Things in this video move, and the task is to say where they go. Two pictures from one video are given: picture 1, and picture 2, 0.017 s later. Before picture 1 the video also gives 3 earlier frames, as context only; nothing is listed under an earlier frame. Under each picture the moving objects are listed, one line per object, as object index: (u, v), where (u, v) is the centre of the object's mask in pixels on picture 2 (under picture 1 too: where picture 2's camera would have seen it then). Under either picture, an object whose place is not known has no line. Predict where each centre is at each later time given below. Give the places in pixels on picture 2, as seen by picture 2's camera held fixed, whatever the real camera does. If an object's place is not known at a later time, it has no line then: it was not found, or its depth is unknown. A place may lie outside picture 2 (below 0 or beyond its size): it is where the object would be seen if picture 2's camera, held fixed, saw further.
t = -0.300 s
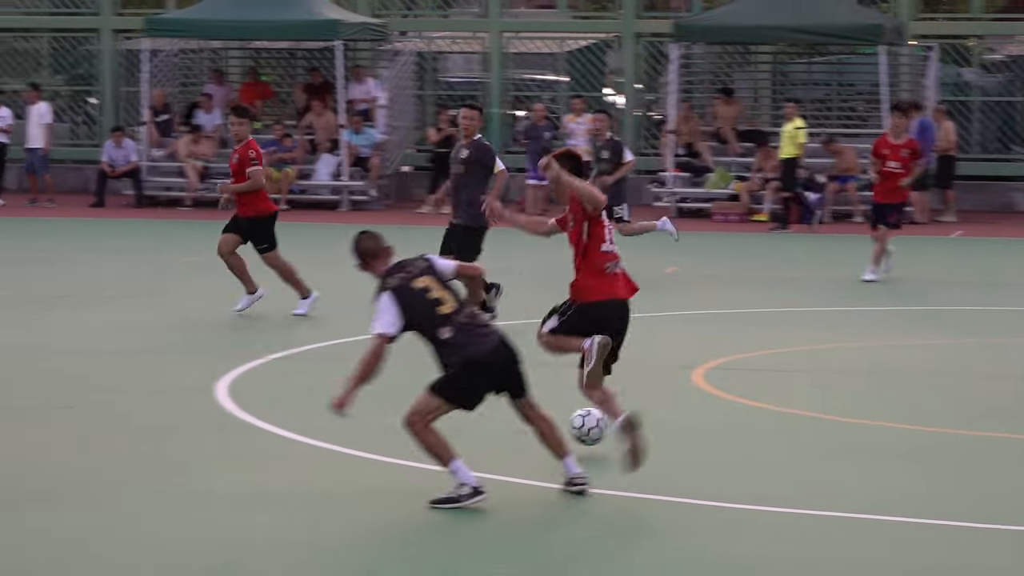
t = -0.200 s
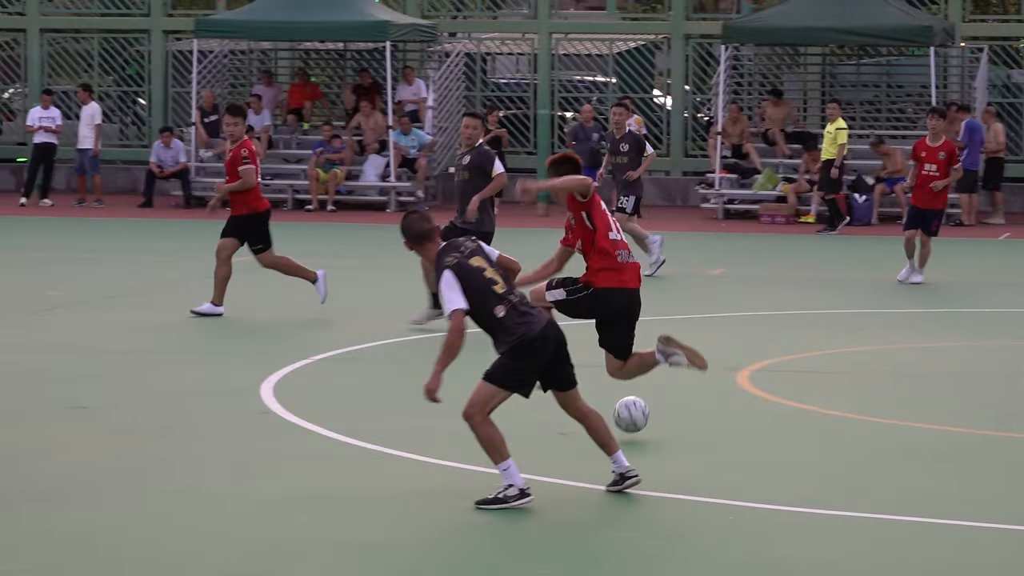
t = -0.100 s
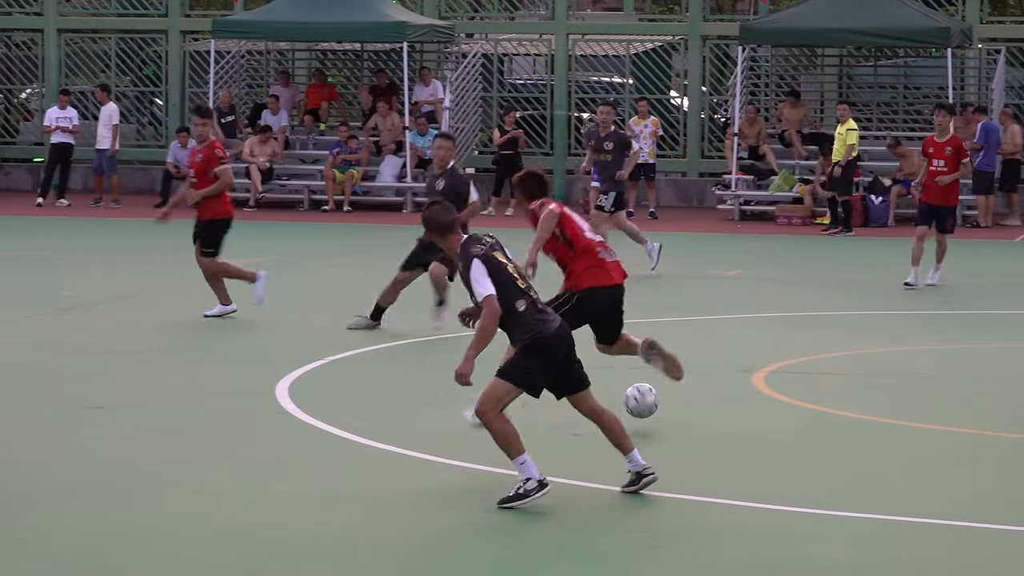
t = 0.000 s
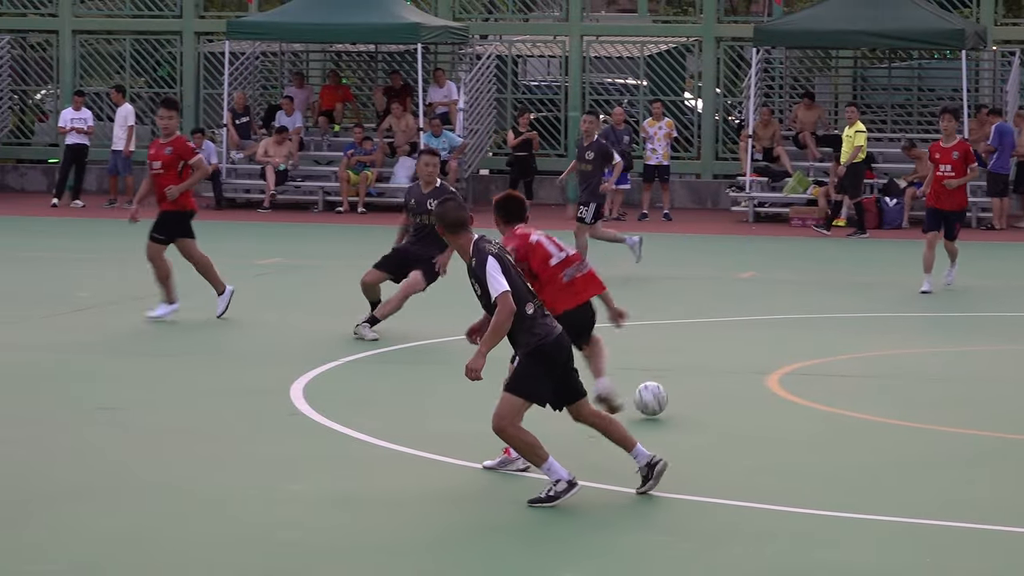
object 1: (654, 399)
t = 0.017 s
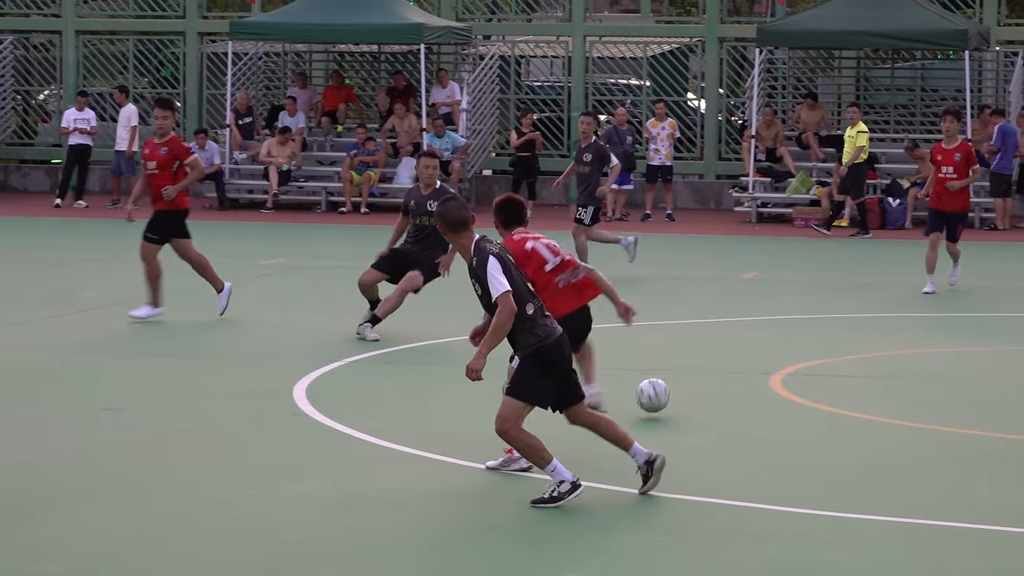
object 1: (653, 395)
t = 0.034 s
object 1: (650, 392)
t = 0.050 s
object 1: (648, 389)
